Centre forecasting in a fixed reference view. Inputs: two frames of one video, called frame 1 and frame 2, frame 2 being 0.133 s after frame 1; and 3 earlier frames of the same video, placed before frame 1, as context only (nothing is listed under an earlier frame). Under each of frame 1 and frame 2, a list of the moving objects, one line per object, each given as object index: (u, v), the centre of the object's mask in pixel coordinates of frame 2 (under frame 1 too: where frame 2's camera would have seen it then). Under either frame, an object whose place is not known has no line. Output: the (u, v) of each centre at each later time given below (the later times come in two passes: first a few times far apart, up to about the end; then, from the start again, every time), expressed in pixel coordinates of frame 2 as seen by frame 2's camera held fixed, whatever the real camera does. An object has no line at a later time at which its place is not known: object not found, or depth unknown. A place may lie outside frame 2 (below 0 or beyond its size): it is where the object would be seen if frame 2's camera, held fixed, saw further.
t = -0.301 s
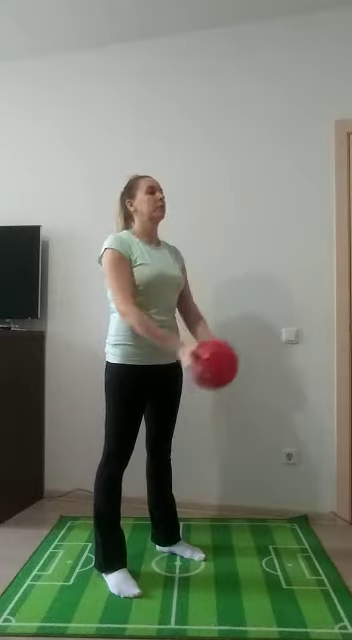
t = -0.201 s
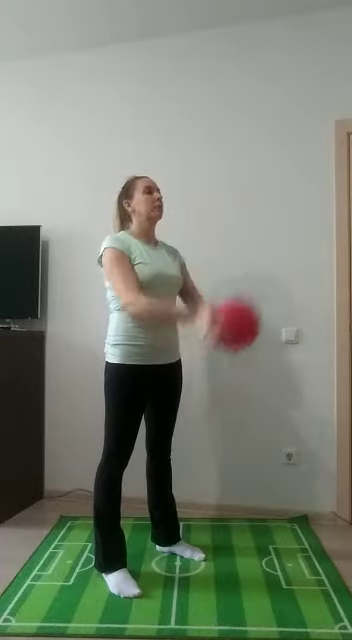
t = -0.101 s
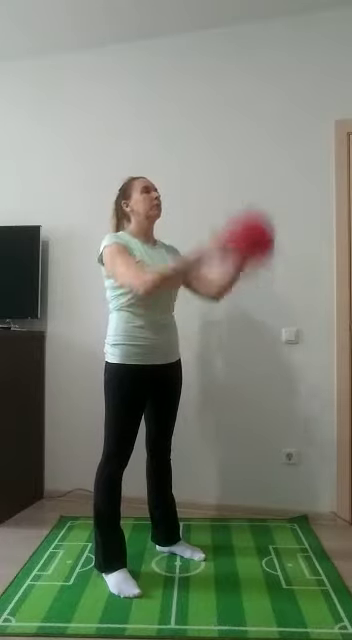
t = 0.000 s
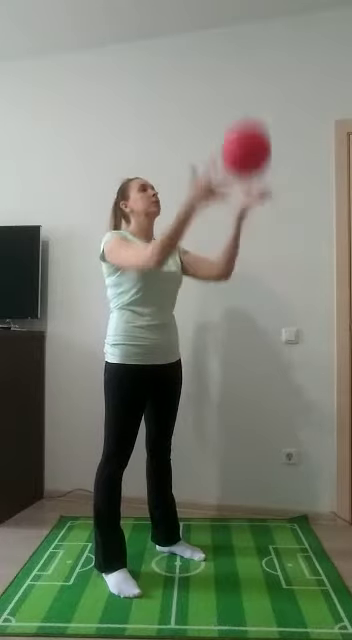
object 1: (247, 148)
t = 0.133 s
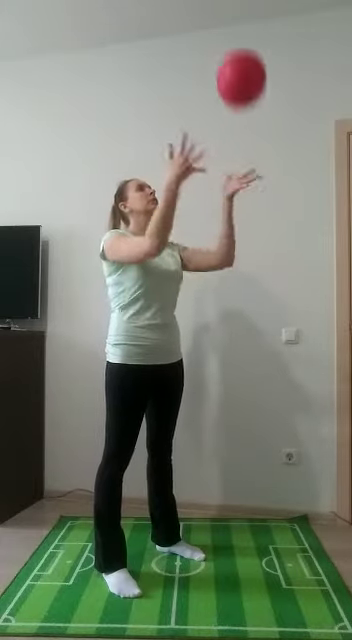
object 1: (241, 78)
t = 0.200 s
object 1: (239, 60)
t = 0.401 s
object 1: (233, 73)
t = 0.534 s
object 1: (229, 134)
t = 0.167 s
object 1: (240, 67)
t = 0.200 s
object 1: (239, 60)
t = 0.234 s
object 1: (238, 55)
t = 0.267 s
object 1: (237, 53)
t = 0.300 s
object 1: (236, 54)
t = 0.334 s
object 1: (235, 58)
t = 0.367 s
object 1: (234, 64)
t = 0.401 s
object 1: (233, 73)
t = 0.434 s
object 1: (231, 84)
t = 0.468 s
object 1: (230, 98)
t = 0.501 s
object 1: (229, 115)
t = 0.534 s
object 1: (229, 134)
